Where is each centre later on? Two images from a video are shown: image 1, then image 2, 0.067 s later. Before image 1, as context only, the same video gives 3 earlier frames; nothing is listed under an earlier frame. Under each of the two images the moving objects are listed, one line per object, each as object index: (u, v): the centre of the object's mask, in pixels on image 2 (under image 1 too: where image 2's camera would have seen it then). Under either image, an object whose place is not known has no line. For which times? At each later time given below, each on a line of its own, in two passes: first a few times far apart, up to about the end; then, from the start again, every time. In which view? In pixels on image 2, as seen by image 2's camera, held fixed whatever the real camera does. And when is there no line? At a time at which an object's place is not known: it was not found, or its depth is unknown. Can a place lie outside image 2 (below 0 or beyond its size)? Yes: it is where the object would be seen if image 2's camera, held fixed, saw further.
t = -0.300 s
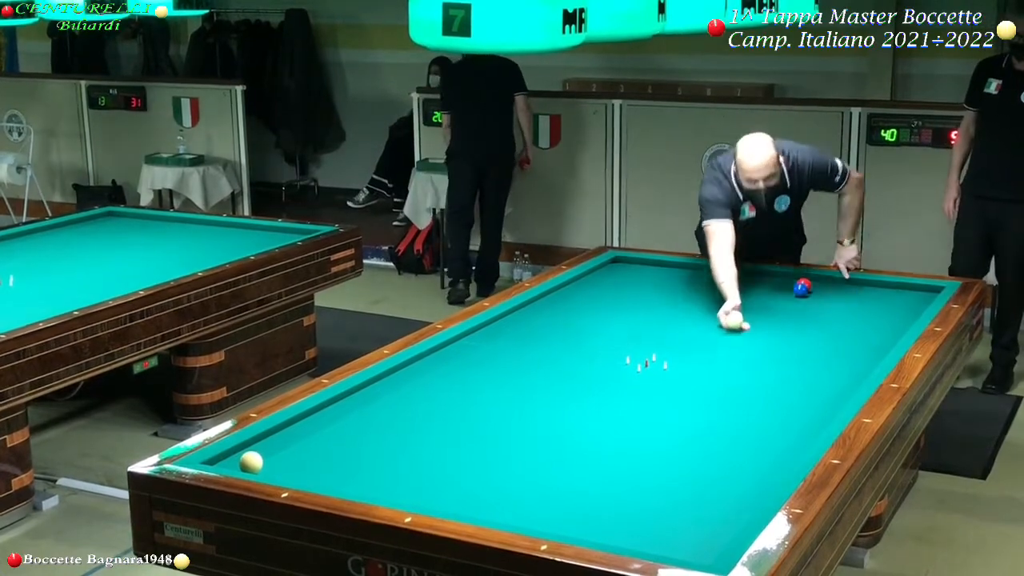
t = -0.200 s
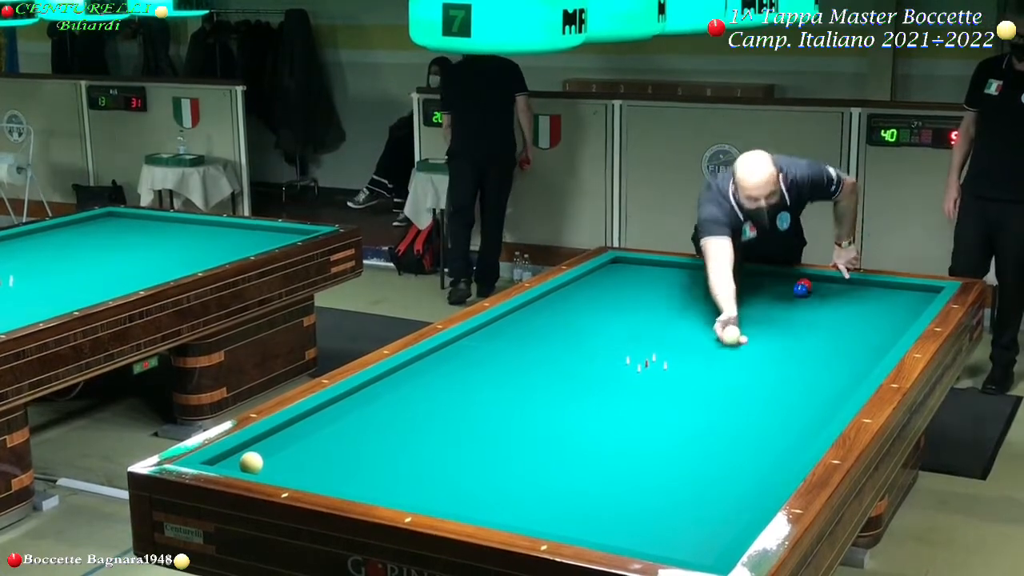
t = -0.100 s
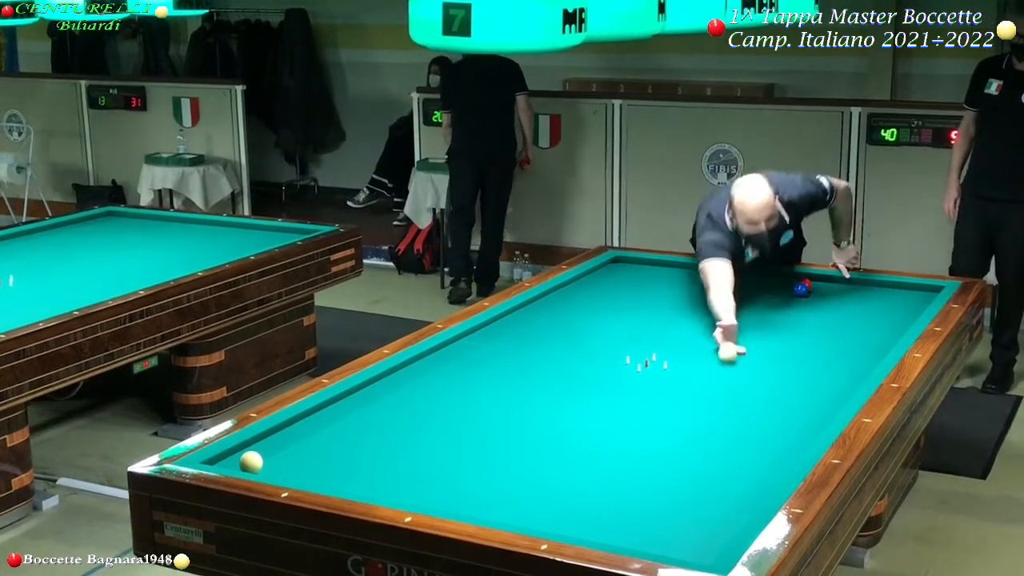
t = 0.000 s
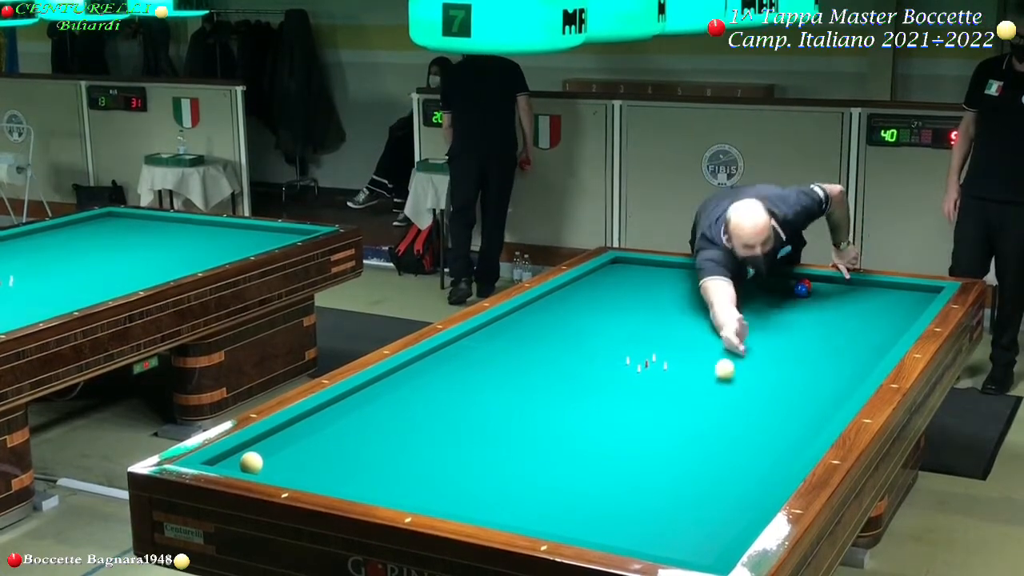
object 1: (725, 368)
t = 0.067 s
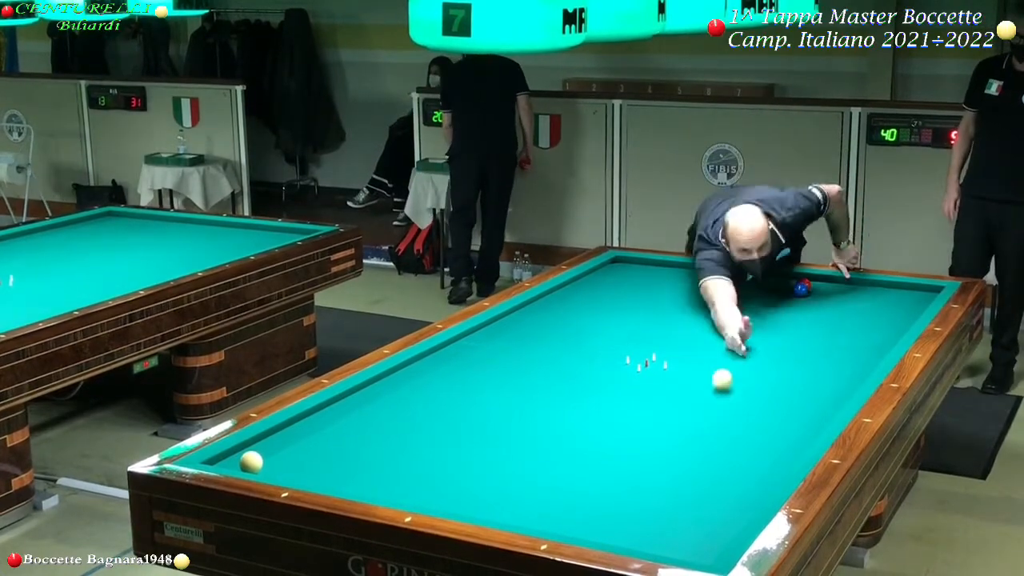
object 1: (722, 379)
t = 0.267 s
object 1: (716, 413)
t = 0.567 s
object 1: (704, 471)
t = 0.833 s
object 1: (691, 536)
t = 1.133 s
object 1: (729, 516)
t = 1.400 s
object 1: (742, 484)
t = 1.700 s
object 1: (756, 457)
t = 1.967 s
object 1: (766, 434)
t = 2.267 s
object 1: (777, 412)
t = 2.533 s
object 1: (786, 394)
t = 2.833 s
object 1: (794, 376)
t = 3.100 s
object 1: (800, 361)
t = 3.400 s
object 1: (807, 346)
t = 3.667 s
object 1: (813, 334)
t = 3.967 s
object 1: (819, 322)
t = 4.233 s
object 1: (823, 312)
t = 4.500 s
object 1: (828, 302)
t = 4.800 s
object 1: (833, 293)
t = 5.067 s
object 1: (836, 284)
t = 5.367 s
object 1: (835, 280)
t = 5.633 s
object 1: (825, 283)
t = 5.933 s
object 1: (819, 287)
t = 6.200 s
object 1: (818, 289)
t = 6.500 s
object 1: (817, 293)
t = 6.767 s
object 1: (817, 295)
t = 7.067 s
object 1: (816, 298)
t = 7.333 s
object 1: (815, 301)
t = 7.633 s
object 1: (815, 303)
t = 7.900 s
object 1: (814, 305)
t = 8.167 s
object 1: (814, 307)
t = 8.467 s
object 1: (814, 308)
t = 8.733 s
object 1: (814, 310)
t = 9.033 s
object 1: (813, 311)
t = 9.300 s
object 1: (813, 312)
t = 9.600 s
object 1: (812, 313)
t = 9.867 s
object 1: (812, 314)
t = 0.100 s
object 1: (721, 385)
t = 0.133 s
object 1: (720, 390)
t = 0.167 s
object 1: (719, 396)
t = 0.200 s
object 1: (718, 402)
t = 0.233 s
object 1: (717, 407)
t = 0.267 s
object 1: (716, 413)
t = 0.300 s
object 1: (714, 419)
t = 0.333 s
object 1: (713, 425)
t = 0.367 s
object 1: (712, 431)
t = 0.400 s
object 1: (711, 438)
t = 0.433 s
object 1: (710, 444)
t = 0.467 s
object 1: (708, 450)
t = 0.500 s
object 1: (707, 458)
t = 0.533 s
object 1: (706, 465)
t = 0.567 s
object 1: (704, 471)
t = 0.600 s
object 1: (703, 479)
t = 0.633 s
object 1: (702, 486)
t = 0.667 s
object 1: (699, 494)
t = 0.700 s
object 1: (698, 502)
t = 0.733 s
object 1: (696, 508)
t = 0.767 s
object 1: (694, 518)
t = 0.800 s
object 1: (693, 526)
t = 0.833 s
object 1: (691, 536)
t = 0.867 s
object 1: (690, 545)
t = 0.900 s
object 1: (688, 551)
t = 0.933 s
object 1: (695, 550)
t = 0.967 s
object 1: (705, 545)
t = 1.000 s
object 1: (714, 538)
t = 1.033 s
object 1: (722, 532)
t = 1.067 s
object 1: (726, 526)
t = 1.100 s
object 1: (728, 521)
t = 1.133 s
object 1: (729, 516)
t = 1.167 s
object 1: (731, 511)
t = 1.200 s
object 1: (733, 507)
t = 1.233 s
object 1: (734, 502)
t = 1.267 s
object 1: (736, 498)
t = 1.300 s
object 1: (737, 495)
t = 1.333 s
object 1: (739, 491)
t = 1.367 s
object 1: (741, 488)
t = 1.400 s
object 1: (742, 484)
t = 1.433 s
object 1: (743, 481)
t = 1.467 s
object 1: (745, 477)
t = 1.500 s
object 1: (747, 475)
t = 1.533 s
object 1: (748, 472)
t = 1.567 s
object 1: (750, 468)
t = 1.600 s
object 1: (751, 465)
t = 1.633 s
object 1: (753, 463)
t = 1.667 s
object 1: (754, 459)
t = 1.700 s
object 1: (756, 457)
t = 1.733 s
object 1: (757, 454)
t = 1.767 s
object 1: (758, 451)
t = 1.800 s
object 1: (760, 448)
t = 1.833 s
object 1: (761, 445)
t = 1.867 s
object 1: (762, 442)
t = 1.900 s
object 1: (763, 439)
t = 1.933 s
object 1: (764, 437)
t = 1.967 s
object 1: (766, 434)
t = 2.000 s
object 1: (767, 431)
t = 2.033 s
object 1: (768, 429)
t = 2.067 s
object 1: (770, 426)
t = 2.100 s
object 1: (771, 423)
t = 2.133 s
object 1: (772, 421)
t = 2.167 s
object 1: (773, 419)
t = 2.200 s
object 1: (775, 416)
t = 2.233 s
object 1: (776, 414)
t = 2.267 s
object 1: (777, 412)
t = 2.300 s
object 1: (778, 409)
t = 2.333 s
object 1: (779, 407)
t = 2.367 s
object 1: (780, 404)
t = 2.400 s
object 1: (782, 402)
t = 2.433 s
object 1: (783, 400)
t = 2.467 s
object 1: (787, 399)
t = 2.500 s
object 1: (787, 396)
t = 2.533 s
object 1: (786, 394)
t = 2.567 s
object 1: (787, 392)
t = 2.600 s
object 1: (788, 389)
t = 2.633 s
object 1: (789, 387)
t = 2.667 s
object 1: (790, 385)
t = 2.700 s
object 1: (790, 384)
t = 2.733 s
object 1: (791, 382)
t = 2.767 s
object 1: (792, 380)
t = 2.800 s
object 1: (793, 377)
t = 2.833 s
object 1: (794, 376)
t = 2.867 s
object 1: (795, 374)
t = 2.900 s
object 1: (795, 372)
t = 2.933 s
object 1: (796, 370)
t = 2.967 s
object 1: (797, 368)
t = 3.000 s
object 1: (798, 367)
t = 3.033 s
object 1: (799, 365)
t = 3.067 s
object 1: (800, 363)
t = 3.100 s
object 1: (800, 361)
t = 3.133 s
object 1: (801, 360)
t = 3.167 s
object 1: (802, 358)
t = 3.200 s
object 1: (803, 356)
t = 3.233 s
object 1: (804, 355)
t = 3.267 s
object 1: (804, 353)
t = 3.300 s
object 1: (805, 351)
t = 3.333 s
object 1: (806, 350)
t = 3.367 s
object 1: (806, 348)
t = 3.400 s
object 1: (807, 346)
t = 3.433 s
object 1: (808, 345)
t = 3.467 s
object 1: (808, 344)
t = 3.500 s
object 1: (809, 342)
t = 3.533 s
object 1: (810, 340)
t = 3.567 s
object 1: (810, 339)
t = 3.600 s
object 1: (811, 337)
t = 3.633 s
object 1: (812, 336)
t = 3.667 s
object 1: (813, 334)
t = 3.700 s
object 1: (813, 333)
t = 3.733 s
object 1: (814, 332)
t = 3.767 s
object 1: (815, 330)
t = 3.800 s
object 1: (816, 329)
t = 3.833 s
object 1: (816, 327)
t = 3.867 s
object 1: (817, 326)
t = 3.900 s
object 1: (817, 325)
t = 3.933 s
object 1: (818, 323)
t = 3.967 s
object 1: (819, 322)
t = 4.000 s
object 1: (820, 320)
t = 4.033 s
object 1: (820, 319)
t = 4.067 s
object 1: (821, 318)
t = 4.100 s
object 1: (821, 317)
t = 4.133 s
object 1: (822, 315)
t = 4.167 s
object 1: (823, 314)
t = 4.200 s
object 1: (823, 313)
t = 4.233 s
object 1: (823, 312)
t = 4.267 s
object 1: (824, 311)
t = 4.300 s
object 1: (825, 309)
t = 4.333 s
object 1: (825, 308)
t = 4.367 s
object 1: (826, 307)
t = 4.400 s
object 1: (826, 306)
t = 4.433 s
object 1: (827, 305)
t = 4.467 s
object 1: (827, 303)
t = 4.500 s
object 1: (828, 302)
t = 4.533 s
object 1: (828, 301)
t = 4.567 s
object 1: (829, 300)
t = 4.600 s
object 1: (829, 299)
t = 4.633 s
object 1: (830, 298)
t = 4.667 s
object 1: (831, 297)
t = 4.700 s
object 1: (831, 296)
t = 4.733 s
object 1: (832, 295)
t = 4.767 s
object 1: (832, 294)
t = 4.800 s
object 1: (833, 293)
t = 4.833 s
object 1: (833, 292)
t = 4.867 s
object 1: (834, 291)
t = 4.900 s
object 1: (834, 289)
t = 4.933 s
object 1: (835, 288)
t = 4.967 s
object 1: (835, 288)
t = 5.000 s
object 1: (836, 287)
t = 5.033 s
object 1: (836, 286)
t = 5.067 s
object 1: (836, 284)
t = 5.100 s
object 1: (837, 284)
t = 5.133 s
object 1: (837, 283)
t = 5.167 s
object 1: (838, 282)
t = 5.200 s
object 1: (838, 281)
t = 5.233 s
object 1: (839, 280)
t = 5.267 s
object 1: (839, 279)
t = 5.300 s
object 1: (838, 279)
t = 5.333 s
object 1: (837, 279)
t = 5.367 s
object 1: (835, 280)
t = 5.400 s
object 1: (834, 280)
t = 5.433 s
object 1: (833, 281)
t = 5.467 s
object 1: (831, 281)
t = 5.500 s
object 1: (830, 282)
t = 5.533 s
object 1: (828, 282)
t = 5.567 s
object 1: (827, 282)
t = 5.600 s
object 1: (826, 283)
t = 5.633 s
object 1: (825, 283)
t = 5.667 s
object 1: (823, 284)
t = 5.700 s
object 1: (822, 284)
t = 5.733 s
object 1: (821, 284)
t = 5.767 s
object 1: (820, 285)
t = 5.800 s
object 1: (819, 285)
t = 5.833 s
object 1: (819, 285)
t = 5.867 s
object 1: (819, 286)
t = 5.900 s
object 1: (819, 286)
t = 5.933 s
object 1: (819, 287)
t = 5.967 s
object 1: (819, 287)
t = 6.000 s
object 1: (818, 287)
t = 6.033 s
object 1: (818, 288)
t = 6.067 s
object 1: (818, 288)
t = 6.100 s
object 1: (818, 288)
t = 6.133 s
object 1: (818, 289)
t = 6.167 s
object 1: (818, 289)
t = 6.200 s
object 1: (818, 289)
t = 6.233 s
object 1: (818, 290)
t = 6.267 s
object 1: (818, 290)
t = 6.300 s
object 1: (818, 290)
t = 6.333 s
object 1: (817, 291)
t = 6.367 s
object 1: (817, 291)
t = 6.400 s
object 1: (817, 292)
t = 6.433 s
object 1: (817, 292)
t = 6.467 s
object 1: (817, 292)
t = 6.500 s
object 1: (817, 293)
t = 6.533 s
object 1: (817, 293)
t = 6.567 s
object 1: (817, 293)
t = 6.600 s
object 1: (817, 294)
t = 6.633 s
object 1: (817, 294)
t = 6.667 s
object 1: (817, 294)
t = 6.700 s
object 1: (817, 295)
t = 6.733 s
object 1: (817, 295)
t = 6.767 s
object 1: (817, 295)
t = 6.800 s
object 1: (816, 296)
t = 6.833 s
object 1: (816, 296)
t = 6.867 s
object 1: (816, 296)
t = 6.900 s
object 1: (816, 297)
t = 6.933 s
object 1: (816, 297)
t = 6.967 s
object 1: (816, 297)
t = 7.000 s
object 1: (816, 297)
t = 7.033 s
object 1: (816, 298)
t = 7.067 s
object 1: (816, 298)
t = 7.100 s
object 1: (816, 298)
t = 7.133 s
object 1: (816, 299)
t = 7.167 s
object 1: (815, 299)
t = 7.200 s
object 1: (815, 299)
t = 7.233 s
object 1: (815, 300)
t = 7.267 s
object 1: (815, 300)
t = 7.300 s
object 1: (815, 300)
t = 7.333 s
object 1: (815, 301)
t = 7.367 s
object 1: (815, 301)
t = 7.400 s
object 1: (815, 301)
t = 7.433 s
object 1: (815, 301)
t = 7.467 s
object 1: (815, 302)
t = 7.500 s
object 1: (815, 302)
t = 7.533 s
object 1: (815, 302)
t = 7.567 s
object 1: (815, 302)
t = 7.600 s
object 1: (815, 303)
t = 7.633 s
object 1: (815, 303)
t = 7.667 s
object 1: (815, 303)
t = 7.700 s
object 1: (815, 303)
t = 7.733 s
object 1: (815, 304)
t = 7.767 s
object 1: (815, 304)
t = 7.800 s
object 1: (815, 304)
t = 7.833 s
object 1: (815, 304)
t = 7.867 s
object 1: (815, 305)
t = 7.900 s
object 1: (814, 305)
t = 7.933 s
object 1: (815, 305)
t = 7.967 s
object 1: (814, 305)
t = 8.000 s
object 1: (814, 306)
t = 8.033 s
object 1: (814, 306)
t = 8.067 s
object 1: (814, 306)
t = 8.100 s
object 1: (814, 306)
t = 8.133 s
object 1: (814, 306)
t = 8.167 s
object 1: (814, 307)
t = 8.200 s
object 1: (814, 307)
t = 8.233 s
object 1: (814, 307)
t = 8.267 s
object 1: (814, 307)
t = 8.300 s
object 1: (814, 307)
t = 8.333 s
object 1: (814, 307)
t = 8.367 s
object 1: (814, 308)
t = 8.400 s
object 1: (814, 308)
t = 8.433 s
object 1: (814, 308)
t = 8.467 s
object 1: (814, 308)
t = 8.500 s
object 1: (814, 308)
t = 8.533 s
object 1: (814, 309)
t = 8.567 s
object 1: (814, 309)
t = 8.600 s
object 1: (814, 309)
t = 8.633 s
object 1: (814, 309)
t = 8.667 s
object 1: (814, 309)
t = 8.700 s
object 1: (814, 310)
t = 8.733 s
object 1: (814, 310)
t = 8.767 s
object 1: (814, 310)
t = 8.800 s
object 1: (814, 310)
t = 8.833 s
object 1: (813, 311)
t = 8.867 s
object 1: (814, 310)
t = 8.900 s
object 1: (813, 311)
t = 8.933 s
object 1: (813, 311)
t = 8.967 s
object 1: (813, 311)
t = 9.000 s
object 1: (813, 311)
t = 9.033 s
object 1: (813, 311)
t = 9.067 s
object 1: (813, 312)
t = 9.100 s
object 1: (813, 312)
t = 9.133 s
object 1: (813, 312)
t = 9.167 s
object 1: (813, 312)
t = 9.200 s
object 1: (813, 312)
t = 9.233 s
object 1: (813, 312)
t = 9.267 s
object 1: (813, 312)
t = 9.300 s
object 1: (813, 312)
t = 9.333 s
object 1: (813, 312)
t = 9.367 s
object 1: (813, 313)
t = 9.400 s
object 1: (813, 313)
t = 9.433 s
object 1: (813, 313)
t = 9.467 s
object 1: (812, 313)
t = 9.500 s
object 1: (813, 313)
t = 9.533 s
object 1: (812, 313)
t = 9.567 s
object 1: (812, 313)
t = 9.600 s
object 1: (812, 313)
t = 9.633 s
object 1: (812, 313)
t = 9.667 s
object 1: (812, 313)
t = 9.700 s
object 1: (812, 313)
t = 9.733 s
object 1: (812, 314)
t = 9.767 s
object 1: (812, 314)
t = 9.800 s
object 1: (812, 314)
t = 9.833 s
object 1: (812, 314)
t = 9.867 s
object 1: (812, 314)
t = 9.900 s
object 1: (812, 314)
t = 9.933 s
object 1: (812, 314)
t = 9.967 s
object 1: (812, 314)
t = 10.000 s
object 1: (812, 314)
